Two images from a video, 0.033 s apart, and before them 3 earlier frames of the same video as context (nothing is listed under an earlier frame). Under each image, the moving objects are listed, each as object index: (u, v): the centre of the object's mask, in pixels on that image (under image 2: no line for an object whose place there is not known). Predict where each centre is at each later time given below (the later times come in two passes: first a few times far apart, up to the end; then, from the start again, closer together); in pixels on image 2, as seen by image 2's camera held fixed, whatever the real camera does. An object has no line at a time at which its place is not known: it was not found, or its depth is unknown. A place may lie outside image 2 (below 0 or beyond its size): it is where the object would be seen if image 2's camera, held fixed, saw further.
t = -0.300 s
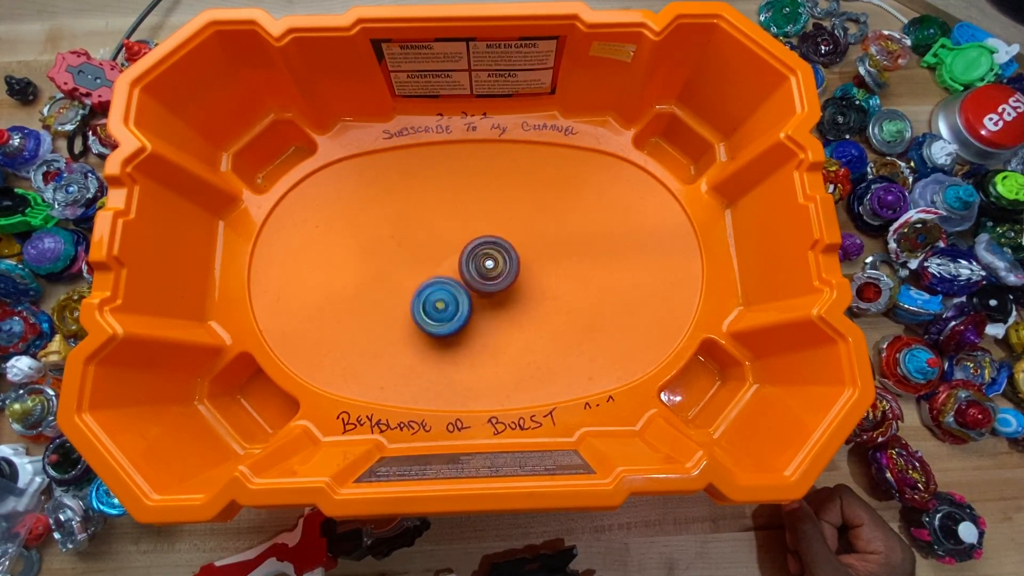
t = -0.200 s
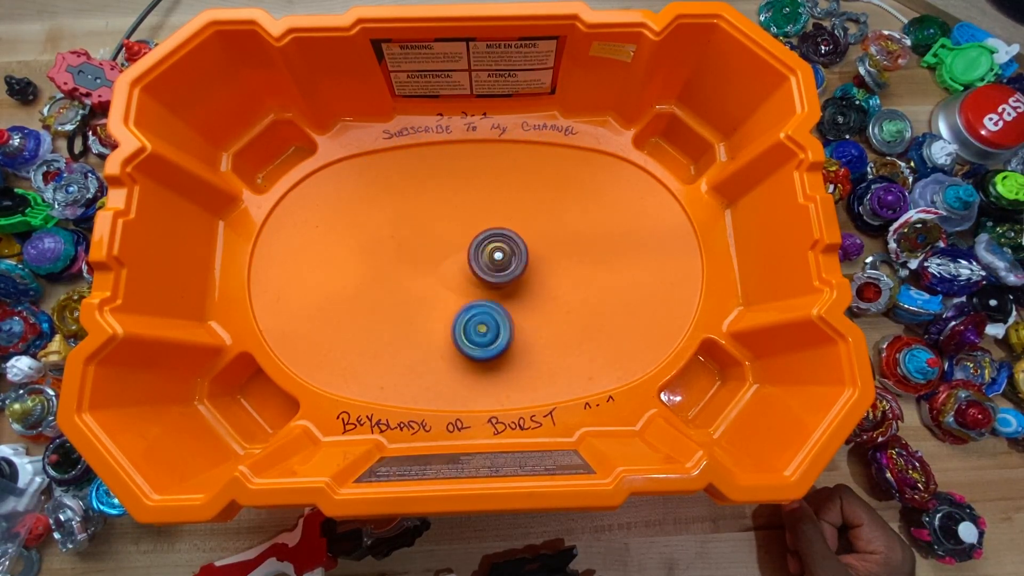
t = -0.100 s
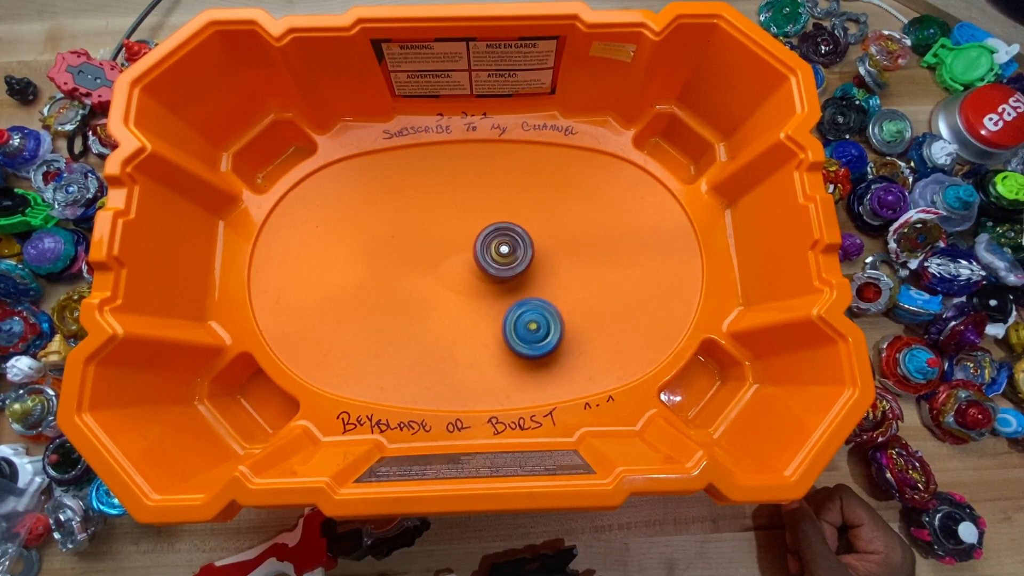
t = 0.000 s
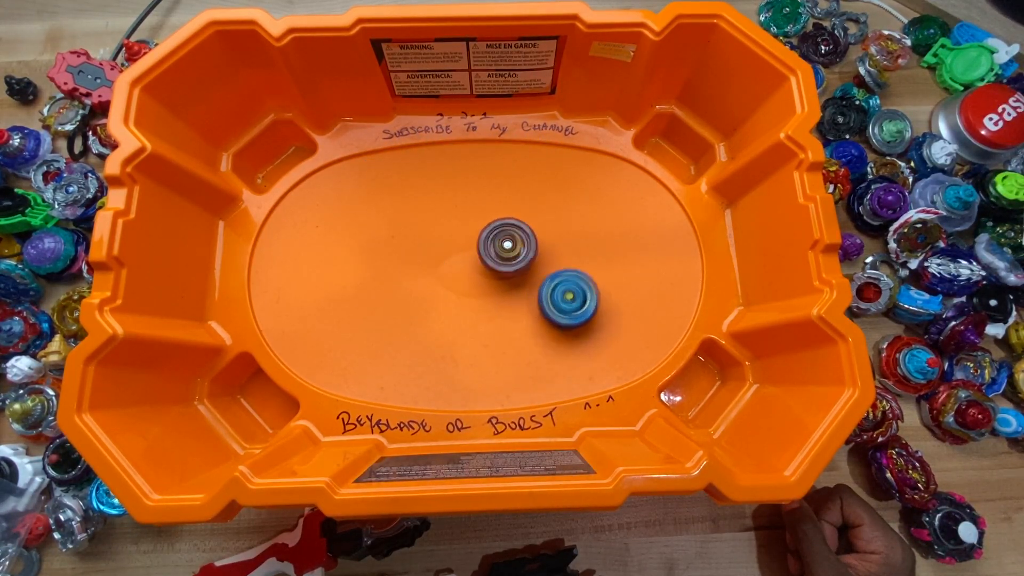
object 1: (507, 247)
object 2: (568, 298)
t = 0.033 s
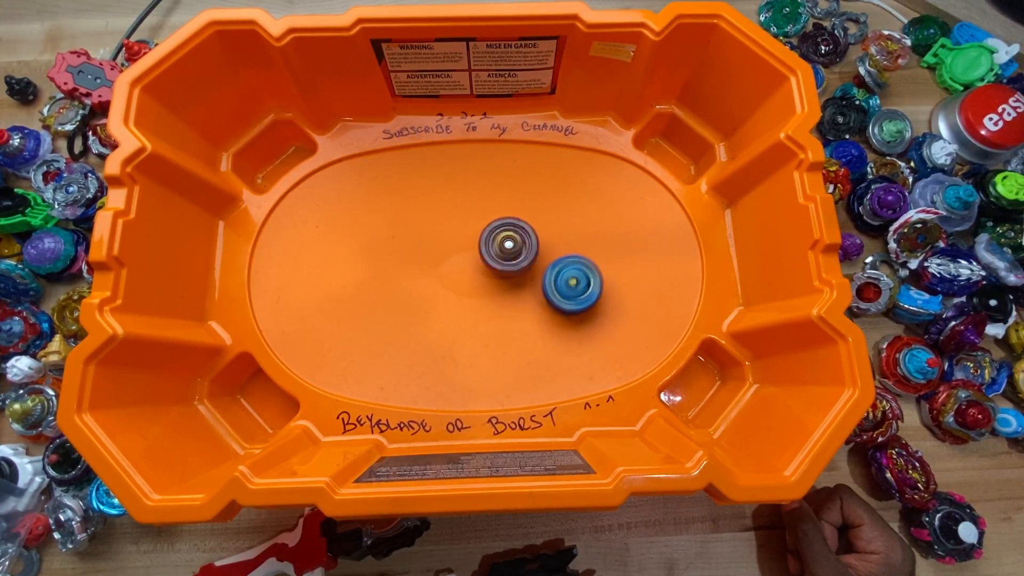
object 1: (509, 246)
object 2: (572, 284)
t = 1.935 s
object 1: (389, 363)
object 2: (565, 197)
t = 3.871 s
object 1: (434, 271)
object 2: (528, 248)
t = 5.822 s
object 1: (420, 273)
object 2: (510, 231)
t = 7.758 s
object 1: (491, 228)
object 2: (456, 309)
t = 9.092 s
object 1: (545, 272)
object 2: (461, 241)
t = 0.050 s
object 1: (509, 246)
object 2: (572, 276)
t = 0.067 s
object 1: (510, 246)
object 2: (572, 268)
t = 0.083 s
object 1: (510, 245)
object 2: (571, 262)
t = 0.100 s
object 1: (502, 243)
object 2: (578, 257)
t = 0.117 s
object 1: (496, 242)
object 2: (582, 252)
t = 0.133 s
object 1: (490, 240)
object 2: (585, 246)
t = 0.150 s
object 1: (484, 239)
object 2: (586, 240)
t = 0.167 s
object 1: (480, 238)
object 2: (587, 233)
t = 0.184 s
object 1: (475, 237)
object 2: (587, 227)
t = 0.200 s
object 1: (471, 237)
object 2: (585, 221)
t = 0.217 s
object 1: (468, 237)
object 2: (583, 215)
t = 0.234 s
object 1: (465, 237)
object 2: (579, 210)
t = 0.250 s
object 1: (462, 237)
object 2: (575, 205)
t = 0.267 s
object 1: (459, 237)
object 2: (570, 202)
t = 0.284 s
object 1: (457, 238)
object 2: (564, 200)
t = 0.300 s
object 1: (456, 238)
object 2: (557, 199)
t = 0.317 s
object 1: (454, 239)
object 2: (550, 199)
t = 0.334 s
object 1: (453, 240)
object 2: (543, 200)
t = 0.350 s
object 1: (452, 241)
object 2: (536, 201)
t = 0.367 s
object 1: (451, 242)
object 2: (529, 204)
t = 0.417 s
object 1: (451, 246)
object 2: (510, 215)
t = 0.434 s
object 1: (451, 247)
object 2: (505, 220)
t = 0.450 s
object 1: (445, 251)
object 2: (508, 222)
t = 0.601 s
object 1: (385, 288)
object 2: (544, 230)
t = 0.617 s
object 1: (380, 290)
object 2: (548, 230)
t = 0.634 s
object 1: (376, 290)
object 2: (551, 229)
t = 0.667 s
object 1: (368, 292)
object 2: (558, 227)
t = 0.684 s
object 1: (364, 292)
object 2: (561, 226)
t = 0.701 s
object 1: (361, 292)
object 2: (563, 224)
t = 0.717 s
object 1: (359, 291)
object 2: (565, 223)
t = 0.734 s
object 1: (356, 290)
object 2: (566, 222)
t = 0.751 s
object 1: (354, 289)
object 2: (568, 220)
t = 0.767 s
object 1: (352, 288)
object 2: (569, 220)
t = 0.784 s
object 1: (351, 287)
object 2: (569, 219)
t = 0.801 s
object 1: (350, 285)
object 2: (569, 218)
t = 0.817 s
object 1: (349, 284)
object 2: (569, 218)
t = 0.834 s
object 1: (349, 283)
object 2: (568, 217)
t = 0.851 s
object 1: (349, 280)
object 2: (568, 217)
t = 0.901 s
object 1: (350, 276)
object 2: (565, 219)
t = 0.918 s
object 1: (351, 275)
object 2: (564, 220)
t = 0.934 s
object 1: (352, 273)
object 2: (563, 221)
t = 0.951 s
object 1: (354, 272)
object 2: (561, 222)
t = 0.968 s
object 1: (356, 271)
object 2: (559, 224)
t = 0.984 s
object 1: (357, 269)
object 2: (557, 226)
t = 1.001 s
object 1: (360, 268)
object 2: (556, 229)
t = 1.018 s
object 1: (362, 268)
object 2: (555, 232)
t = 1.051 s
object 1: (367, 266)
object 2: (553, 237)
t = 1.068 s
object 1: (369, 265)
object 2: (552, 240)
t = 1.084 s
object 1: (372, 265)
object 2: (550, 244)
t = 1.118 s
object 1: (379, 266)
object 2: (549, 252)
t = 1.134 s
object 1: (382, 266)
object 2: (549, 256)
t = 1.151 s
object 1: (385, 266)
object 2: (550, 260)
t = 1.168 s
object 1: (389, 267)
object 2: (551, 264)
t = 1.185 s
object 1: (392, 268)
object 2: (551, 266)
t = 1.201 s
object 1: (396, 268)
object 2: (553, 270)
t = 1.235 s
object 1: (403, 271)
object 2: (558, 276)
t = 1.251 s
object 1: (407, 272)
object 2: (560, 279)
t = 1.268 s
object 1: (410, 273)
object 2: (562, 281)
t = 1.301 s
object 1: (417, 276)
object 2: (568, 286)
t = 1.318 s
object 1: (420, 278)
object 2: (571, 288)
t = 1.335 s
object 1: (423, 279)
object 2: (574, 288)
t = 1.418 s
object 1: (439, 287)
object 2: (581, 289)
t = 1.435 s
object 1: (442, 289)
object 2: (582, 288)
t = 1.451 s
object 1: (446, 290)
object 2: (583, 288)
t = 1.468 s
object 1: (450, 292)
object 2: (582, 287)
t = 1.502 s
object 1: (456, 296)
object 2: (581, 285)
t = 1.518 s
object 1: (460, 298)
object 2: (579, 284)
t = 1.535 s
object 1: (464, 300)
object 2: (578, 284)
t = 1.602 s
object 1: (476, 305)
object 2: (570, 281)
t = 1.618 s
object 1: (478, 306)
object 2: (566, 280)
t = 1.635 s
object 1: (481, 307)
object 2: (563, 280)
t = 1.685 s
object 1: (489, 310)
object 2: (551, 281)
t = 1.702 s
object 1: (491, 311)
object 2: (546, 282)
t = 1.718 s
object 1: (483, 319)
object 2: (553, 276)
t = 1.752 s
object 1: (463, 337)
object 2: (569, 264)
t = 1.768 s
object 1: (453, 343)
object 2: (574, 259)
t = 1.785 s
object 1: (444, 349)
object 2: (577, 252)
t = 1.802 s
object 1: (435, 356)
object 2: (579, 245)
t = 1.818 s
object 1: (427, 360)
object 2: (580, 239)
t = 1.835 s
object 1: (419, 363)
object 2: (580, 232)
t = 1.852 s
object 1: (412, 365)
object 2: (579, 225)
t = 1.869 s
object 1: (406, 366)
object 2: (578, 219)
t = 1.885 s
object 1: (401, 367)
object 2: (576, 212)
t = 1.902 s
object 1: (397, 366)
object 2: (574, 206)
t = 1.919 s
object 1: (393, 365)
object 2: (570, 201)
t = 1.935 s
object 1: (389, 363)
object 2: (565, 197)
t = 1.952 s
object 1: (385, 360)
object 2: (560, 193)
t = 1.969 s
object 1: (383, 358)
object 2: (554, 190)
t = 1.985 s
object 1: (380, 354)
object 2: (548, 188)
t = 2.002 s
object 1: (378, 351)
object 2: (541, 187)
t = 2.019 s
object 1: (376, 347)
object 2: (534, 186)
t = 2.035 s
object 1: (375, 343)
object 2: (527, 186)
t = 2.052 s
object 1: (374, 339)
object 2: (520, 186)
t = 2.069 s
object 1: (374, 335)
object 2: (513, 188)
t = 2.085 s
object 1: (375, 331)
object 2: (507, 189)
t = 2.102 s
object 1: (376, 327)
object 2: (500, 192)
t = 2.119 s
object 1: (377, 324)
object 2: (494, 195)
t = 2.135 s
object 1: (379, 320)
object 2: (488, 198)
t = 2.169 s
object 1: (382, 313)
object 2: (477, 207)
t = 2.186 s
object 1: (384, 310)
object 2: (472, 212)
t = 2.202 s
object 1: (386, 307)
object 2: (468, 218)
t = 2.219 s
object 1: (389, 304)
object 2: (464, 223)
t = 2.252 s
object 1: (395, 298)
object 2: (459, 235)
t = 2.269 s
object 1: (397, 295)
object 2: (457, 242)
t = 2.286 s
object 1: (400, 292)
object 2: (457, 248)
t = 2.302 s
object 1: (403, 290)
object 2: (457, 254)
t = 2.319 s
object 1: (404, 289)
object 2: (460, 258)
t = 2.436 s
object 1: (409, 283)
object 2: (490, 288)
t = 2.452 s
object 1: (412, 282)
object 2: (494, 292)
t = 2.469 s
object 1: (413, 280)
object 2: (500, 295)
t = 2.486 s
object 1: (416, 280)
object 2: (506, 298)
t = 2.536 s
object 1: (422, 275)
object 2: (526, 302)
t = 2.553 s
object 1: (424, 274)
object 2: (533, 303)
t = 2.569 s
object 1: (427, 274)
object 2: (540, 302)
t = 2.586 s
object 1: (429, 272)
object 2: (547, 301)
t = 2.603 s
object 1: (431, 271)
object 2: (553, 299)
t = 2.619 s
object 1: (433, 269)
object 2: (559, 297)
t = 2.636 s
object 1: (435, 268)
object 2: (565, 294)
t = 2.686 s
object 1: (441, 266)
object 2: (579, 283)
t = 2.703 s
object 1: (442, 265)
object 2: (582, 278)
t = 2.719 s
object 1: (443, 264)
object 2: (584, 272)
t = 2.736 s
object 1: (444, 264)
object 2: (586, 267)
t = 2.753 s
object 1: (446, 263)
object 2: (587, 262)
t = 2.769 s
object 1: (447, 263)
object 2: (587, 257)
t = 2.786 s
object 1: (448, 262)
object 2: (587, 252)
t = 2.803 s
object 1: (449, 262)
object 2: (585, 246)
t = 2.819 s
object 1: (450, 262)
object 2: (582, 242)
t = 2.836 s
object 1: (451, 262)
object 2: (578, 237)
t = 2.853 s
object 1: (452, 261)
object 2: (575, 233)
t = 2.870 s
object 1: (453, 261)
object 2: (570, 229)
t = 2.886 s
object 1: (454, 260)
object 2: (565, 227)
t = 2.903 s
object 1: (455, 260)
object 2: (559, 224)
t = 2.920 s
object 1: (457, 259)
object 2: (553, 223)
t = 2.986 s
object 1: (461, 258)
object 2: (528, 223)
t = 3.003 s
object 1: (463, 257)
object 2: (522, 225)
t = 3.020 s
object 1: (463, 257)
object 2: (516, 227)
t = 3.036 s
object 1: (459, 259)
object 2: (516, 225)
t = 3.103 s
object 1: (447, 266)
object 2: (512, 223)
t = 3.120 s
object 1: (445, 268)
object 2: (511, 223)
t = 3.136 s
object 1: (443, 269)
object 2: (509, 223)
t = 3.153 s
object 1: (442, 269)
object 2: (507, 224)
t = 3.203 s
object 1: (438, 271)
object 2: (503, 227)
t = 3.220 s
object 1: (438, 272)
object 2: (501, 228)
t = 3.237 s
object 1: (437, 272)
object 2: (501, 230)
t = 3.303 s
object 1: (434, 273)
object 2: (499, 240)
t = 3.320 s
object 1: (434, 273)
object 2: (499, 242)
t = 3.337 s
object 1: (433, 273)
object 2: (500, 245)
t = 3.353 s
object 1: (433, 273)
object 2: (501, 248)
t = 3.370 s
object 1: (433, 273)
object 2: (505, 252)
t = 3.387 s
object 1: (433, 273)
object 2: (508, 255)
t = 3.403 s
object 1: (432, 273)
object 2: (512, 258)
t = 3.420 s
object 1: (433, 273)
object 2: (516, 261)
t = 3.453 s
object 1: (433, 272)
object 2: (523, 268)
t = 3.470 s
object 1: (433, 272)
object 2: (527, 271)
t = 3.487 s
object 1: (433, 271)
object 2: (531, 271)
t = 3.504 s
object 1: (433, 271)
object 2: (535, 271)
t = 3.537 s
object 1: (434, 270)
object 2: (543, 269)
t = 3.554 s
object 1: (434, 270)
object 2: (547, 268)
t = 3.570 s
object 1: (434, 270)
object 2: (549, 266)
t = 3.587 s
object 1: (434, 270)
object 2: (552, 264)
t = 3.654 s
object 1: (434, 270)
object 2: (555, 254)
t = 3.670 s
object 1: (434, 270)
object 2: (555, 253)
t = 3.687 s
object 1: (434, 270)
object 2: (554, 251)
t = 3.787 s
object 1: (434, 271)
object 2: (543, 245)
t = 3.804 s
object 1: (434, 271)
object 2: (540, 245)
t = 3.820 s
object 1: (434, 271)
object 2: (537, 246)
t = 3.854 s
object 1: (434, 271)
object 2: (531, 247)
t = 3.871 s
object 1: (434, 271)
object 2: (528, 248)
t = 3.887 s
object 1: (434, 271)
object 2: (525, 250)
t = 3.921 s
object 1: (435, 271)
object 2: (518, 255)
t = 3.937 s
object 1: (435, 271)
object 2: (515, 258)
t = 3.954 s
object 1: (435, 271)
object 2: (515, 262)
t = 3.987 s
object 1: (435, 271)
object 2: (514, 270)
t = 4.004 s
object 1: (435, 272)
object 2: (513, 275)
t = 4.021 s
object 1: (436, 271)
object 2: (513, 279)
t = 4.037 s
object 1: (436, 272)
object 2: (512, 284)
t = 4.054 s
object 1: (436, 273)
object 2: (512, 288)
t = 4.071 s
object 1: (436, 273)
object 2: (514, 291)
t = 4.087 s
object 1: (436, 273)
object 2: (515, 293)
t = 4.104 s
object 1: (437, 273)
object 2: (517, 295)
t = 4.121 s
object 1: (437, 274)
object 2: (520, 297)
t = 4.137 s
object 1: (437, 274)
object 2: (521, 297)
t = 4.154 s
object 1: (437, 274)
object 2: (523, 299)
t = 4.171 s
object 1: (438, 274)
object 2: (525, 300)
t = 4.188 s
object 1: (438, 274)
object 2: (528, 300)
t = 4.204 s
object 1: (438, 275)
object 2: (529, 300)
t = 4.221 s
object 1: (439, 275)
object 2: (532, 300)
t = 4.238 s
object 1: (439, 275)
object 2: (533, 299)
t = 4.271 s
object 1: (440, 276)
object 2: (536, 298)
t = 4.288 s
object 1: (440, 276)
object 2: (537, 297)
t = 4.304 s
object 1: (441, 277)
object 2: (537, 296)
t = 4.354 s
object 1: (442, 278)
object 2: (538, 290)
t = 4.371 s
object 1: (443, 279)
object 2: (538, 289)
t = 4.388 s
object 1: (443, 278)
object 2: (537, 287)
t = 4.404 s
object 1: (444, 279)
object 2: (537, 286)
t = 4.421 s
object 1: (444, 279)
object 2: (536, 283)
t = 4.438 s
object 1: (445, 279)
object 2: (534, 281)
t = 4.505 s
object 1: (447, 280)
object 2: (526, 272)
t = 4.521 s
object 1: (447, 281)
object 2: (523, 270)
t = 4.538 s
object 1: (448, 281)
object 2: (520, 270)
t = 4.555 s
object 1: (448, 281)
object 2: (516, 271)
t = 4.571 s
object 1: (449, 281)
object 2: (513, 271)
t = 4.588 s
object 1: (449, 282)
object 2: (510, 272)
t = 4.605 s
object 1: (445, 284)
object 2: (511, 271)
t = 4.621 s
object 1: (442, 285)
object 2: (511, 271)
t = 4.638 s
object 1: (439, 286)
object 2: (510, 270)
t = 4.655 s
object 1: (436, 287)
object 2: (510, 270)
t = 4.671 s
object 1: (434, 288)
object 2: (510, 269)
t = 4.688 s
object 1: (432, 288)
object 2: (510, 269)
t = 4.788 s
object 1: (426, 286)
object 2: (510, 265)
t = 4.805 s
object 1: (426, 285)
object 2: (509, 265)
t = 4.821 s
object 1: (424, 285)
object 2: (509, 264)
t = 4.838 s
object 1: (424, 284)
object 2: (509, 264)
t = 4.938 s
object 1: (420, 280)
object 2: (510, 260)
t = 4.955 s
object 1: (419, 279)
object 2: (510, 259)
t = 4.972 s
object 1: (419, 278)
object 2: (510, 258)
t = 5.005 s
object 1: (419, 277)
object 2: (510, 257)
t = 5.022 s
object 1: (418, 276)
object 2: (511, 256)
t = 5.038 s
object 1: (419, 275)
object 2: (511, 255)
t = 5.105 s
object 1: (420, 272)
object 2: (513, 252)
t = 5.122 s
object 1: (420, 271)
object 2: (514, 252)
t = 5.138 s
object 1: (420, 270)
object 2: (513, 250)
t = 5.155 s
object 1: (421, 269)
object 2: (513, 249)
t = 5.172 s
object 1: (422, 268)
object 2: (511, 247)
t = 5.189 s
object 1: (422, 267)
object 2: (509, 245)
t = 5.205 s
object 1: (423, 267)
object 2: (506, 244)
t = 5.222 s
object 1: (424, 266)
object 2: (504, 242)
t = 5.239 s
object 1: (425, 265)
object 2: (501, 241)
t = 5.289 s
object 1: (428, 263)
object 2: (491, 239)
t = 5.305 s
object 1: (430, 262)
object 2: (489, 239)
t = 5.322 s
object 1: (427, 264)
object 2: (490, 237)
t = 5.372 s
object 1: (414, 270)
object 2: (499, 229)
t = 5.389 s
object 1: (411, 272)
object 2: (502, 226)
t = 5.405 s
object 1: (408, 274)
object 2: (503, 223)
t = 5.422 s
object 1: (406, 275)
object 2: (505, 221)
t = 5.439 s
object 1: (405, 276)
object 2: (506, 218)
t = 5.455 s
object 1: (405, 276)
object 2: (507, 215)
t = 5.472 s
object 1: (404, 276)
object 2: (508, 214)
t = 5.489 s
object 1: (404, 277)
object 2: (509, 211)
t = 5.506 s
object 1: (404, 277)
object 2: (509, 209)
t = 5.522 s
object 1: (404, 277)
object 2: (509, 207)
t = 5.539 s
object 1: (405, 277)
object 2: (509, 206)
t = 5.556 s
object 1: (406, 277)
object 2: (509, 206)
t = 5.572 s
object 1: (406, 277)
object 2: (508, 206)
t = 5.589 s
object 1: (407, 277)
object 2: (508, 206)
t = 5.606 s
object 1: (408, 277)
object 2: (508, 206)
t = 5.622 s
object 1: (408, 276)
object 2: (507, 206)
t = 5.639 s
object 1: (409, 276)
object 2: (507, 206)
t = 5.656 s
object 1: (410, 276)
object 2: (506, 208)
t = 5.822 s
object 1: (420, 273)
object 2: (510, 231)
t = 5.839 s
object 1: (421, 273)
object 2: (510, 234)
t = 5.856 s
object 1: (423, 273)
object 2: (513, 238)
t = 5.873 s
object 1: (424, 272)
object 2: (515, 241)
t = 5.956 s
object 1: (432, 272)
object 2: (528, 256)
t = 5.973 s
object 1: (433, 271)
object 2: (531, 259)
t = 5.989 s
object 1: (435, 271)
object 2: (534, 261)
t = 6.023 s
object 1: (438, 270)
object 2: (540, 264)
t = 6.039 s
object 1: (439, 270)
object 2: (544, 266)
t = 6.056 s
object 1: (441, 270)
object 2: (547, 267)
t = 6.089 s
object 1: (444, 271)
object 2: (554, 269)
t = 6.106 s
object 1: (446, 270)
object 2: (557, 270)
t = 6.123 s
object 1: (447, 270)
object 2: (560, 270)
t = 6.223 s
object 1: (457, 268)
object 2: (573, 269)
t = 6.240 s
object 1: (459, 269)
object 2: (574, 268)
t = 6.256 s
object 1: (460, 267)
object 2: (574, 268)
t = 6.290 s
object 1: (463, 266)
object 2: (574, 267)
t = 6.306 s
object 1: (464, 264)
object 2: (574, 266)
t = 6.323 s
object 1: (466, 263)
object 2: (574, 265)
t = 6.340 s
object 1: (467, 262)
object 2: (573, 265)
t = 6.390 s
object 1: (471, 259)
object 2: (569, 264)
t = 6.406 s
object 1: (472, 258)
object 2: (567, 263)
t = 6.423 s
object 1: (473, 257)
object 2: (564, 263)
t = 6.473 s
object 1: (476, 254)
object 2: (556, 263)
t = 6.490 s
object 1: (477, 253)
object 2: (553, 264)
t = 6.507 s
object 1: (478, 251)
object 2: (550, 265)
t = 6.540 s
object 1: (479, 247)
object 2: (543, 267)
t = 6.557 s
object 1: (480, 246)
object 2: (539, 268)
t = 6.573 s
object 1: (480, 244)
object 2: (537, 270)
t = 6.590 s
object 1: (479, 243)
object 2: (536, 272)
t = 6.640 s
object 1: (478, 238)
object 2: (533, 278)
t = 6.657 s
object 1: (478, 236)
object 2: (533, 280)
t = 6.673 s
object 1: (479, 235)
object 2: (532, 282)
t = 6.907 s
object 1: (487, 222)
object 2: (523, 303)
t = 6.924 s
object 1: (487, 222)
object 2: (523, 304)
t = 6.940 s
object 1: (487, 221)
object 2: (522, 304)
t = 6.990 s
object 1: (487, 220)
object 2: (520, 304)
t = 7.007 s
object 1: (488, 219)
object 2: (519, 304)
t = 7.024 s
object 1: (488, 219)
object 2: (519, 304)
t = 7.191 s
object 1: (488, 221)
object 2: (504, 296)
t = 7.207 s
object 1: (488, 222)
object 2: (503, 295)
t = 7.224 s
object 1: (488, 223)
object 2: (501, 294)
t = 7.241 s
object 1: (488, 224)
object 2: (498, 293)
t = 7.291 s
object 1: (487, 227)
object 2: (489, 290)
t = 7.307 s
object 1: (488, 229)
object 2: (485, 289)
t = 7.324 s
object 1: (487, 228)
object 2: (482, 291)
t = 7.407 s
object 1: (485, 227)
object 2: (471, 299)
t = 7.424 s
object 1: (485, 228)
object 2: (469, 299)
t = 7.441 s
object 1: (485, 229)
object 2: (469, 300)
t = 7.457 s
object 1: (485, 230)
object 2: (468, 301)
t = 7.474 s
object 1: (484, 230)
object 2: (467, 301)
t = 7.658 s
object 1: (484, 241)
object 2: (461, 299)
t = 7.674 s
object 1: (484, 242)
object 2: (460, 298)
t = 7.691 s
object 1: (485, 239)
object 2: (458, 301)
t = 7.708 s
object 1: (487, 235)
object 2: (458, 303)
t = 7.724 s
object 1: (488, 232)
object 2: (457, 305)
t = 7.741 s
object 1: (489, 229)
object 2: (457, 307)
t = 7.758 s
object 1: (491, 228)
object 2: (456, 309)
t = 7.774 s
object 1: (492, 228)
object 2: (456, 310)
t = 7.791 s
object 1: (493, 227)
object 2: (456, 312)
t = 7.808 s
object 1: (493, 226)
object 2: (456, 313)
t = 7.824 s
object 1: (494, 227)
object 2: (456, 314)
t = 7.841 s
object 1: (495, 227)
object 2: (456, 315)
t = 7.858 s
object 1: (496, 226)
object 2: (456, 316)
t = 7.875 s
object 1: (497, 226)
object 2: (457, 316)
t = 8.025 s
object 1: (505, 229)
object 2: (462, 309)
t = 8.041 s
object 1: (505, 229)
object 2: (463, 307)
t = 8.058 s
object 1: (506, 230)
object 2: (463, 305)
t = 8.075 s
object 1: (507, 230)
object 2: (463, 302)
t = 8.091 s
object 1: (508, 230)
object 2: (463, 300)
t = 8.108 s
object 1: (509, 230)
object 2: (463, 297)
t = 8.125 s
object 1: (509, 231)
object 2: (463, 293)
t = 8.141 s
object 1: (510, 233)
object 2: (462, 290)
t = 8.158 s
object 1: (510, 232)
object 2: (461, 288)
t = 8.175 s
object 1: (511, 234)
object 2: (458, 286)
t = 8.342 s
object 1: (516, 243)
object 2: (439, 257)
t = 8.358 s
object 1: (517, 245)
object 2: (437, 255)
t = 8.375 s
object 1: (517, 246)
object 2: (435, 254)
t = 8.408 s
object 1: (518, 248)
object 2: (430, 252)
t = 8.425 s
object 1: (518, 249)
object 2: (428, 251)
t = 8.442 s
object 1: (519, 250)
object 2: (426, 250)
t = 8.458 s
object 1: (519, 252)
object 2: (424, 250)
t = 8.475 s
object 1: (519, 253)
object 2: (422, 250)
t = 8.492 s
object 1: (520, 254)
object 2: (419, 249)
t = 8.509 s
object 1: (520, 254)
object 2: (417, 250)
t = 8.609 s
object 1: (520, 257)
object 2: (413, 253)
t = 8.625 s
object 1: (520, 257)
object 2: (412, 254)
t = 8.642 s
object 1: (520, 258)
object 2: (413, 255)
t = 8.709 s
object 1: (520, 259)
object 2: (416, 259)
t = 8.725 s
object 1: (520, 260)
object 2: (418, 260)
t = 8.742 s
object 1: (521, 260)
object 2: (421, 261)
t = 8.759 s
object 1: (521, 261)
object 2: (422, 262)
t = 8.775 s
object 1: (522, 261)
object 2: (425, 263)
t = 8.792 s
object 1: (522, 262)
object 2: (427, 263)
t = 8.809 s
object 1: (522, 263)
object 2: (429, 264)
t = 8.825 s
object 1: (523, 262)
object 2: (432, 265)
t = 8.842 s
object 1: (523, 262)
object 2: (436, 265)
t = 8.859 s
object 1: (524, 262)
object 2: (439, 264)
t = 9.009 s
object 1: (528, 268)
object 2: (467, 252)
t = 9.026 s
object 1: (529, 267)
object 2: (470, 250)
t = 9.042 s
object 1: (533, 268)
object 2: (469, 248)
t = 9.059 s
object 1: (537, 270)
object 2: (466, 245)
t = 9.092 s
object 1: (545, 272)
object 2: (461, 241)
